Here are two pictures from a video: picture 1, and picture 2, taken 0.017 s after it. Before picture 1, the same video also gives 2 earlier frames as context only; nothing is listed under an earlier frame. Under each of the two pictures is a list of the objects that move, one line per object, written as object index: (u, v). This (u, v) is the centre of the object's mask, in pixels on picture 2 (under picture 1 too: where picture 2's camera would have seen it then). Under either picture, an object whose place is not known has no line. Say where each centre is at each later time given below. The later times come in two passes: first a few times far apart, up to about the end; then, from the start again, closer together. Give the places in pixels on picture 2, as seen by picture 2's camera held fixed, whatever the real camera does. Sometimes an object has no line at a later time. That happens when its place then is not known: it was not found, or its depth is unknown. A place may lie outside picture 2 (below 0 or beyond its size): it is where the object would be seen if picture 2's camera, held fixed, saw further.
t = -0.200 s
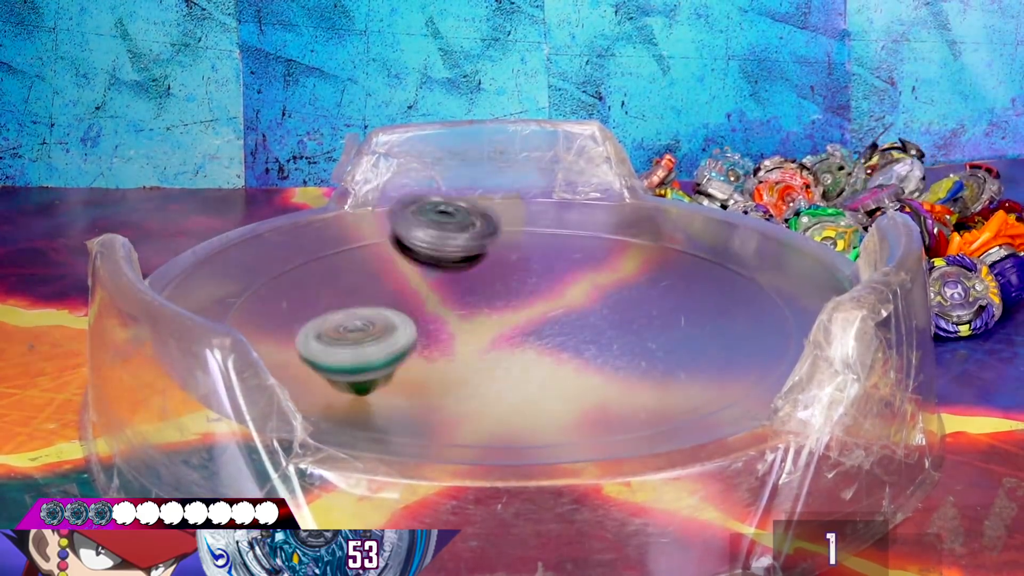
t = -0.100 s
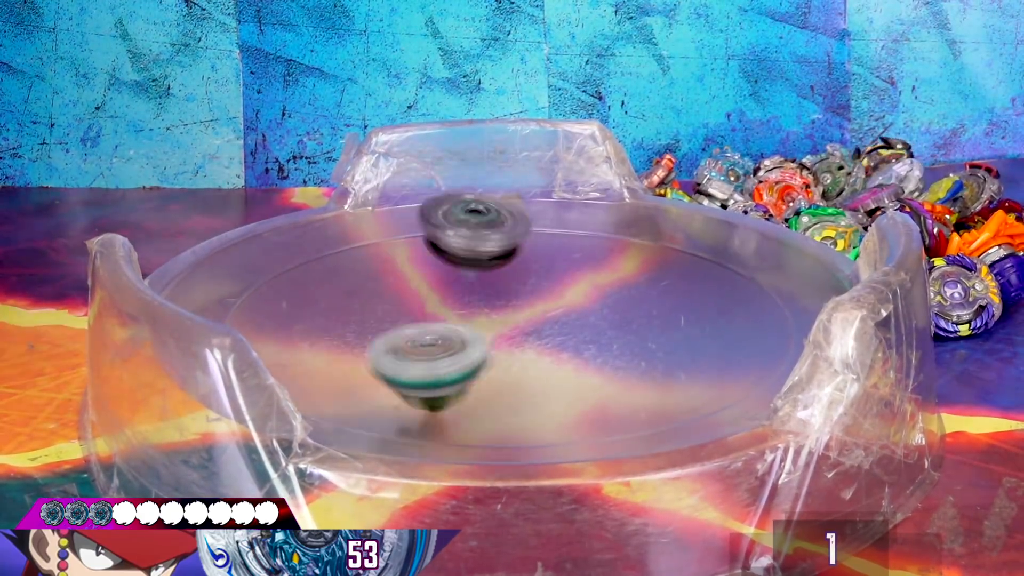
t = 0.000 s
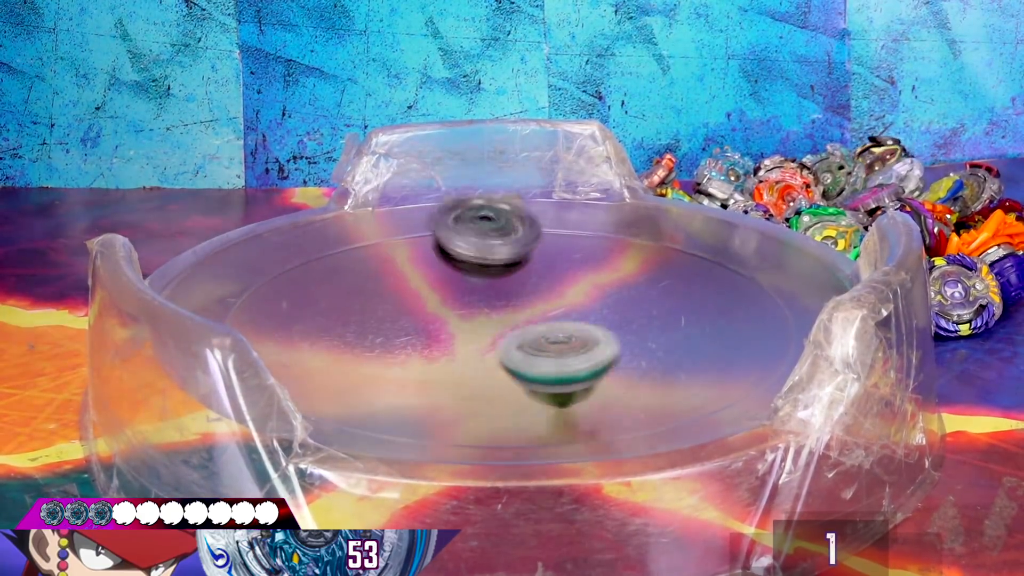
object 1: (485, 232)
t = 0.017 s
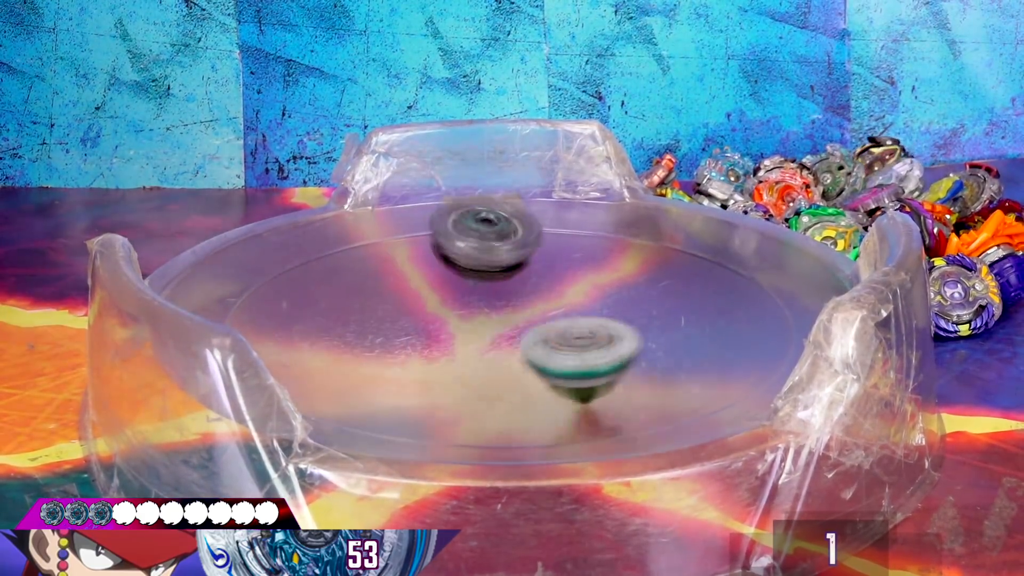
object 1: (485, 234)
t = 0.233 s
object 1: (455, 270)
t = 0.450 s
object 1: (540, 289)
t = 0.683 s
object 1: (591, 258)
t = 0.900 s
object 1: (483, 240)
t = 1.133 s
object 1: (429, 325)
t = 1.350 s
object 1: (595, 330)
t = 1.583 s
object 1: (662, 240)
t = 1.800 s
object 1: (487, 196)
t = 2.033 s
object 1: (273, 272)
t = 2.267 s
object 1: (548, 369)
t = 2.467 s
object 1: (735, 236)
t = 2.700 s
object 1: (415, 198)
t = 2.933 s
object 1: (471, 304)
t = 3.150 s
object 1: (750, 235)
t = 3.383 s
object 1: (436, 206)
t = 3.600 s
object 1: (292, 268)
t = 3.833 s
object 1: (558, 360)
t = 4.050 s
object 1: (718, 278)
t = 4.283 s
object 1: (526, 209)
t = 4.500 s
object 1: (358, 233)
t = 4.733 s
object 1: (514, 346)
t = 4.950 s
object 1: (741, 291)
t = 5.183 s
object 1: (628, 240)
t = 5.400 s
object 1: (444, 255)
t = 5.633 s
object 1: (426, 244)
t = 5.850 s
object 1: (500, 304)
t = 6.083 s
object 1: (595, 295)
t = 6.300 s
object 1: (573, 271)
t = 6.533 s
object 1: (505, 282)
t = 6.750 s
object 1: (521, 301)
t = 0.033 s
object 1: (481, 239)
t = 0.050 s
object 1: (482, 239)
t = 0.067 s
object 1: (478, 244)
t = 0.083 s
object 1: (476, 247)
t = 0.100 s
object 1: (475, 247)
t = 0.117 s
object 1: (470, 251)
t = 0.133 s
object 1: (469, 254)
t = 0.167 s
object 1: (460, 258)
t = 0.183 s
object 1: (459, 262)
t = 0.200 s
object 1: (454, 266)
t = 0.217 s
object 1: (454, 268)
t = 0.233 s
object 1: (455, 270)
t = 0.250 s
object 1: (454, 273)
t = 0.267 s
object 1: (458, 276)
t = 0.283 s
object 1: (461, 279)
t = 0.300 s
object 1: (465, 278)
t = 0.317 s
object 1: (472, 283)
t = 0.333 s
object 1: (480, 286)
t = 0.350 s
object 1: (486, 286)
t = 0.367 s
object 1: (496, 288)
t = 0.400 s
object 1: (514, 289)
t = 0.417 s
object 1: (522, 287)
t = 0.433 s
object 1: (530, 288)
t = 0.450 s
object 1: (540, 289)
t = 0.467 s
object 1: (548, 286)
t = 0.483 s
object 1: (556, 282)
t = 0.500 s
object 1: (565, 283)
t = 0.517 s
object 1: (571, 280)
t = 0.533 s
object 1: (575, 272)
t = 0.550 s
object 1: (578, 270)
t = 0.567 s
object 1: (583, 272)
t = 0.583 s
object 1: (587, 275)
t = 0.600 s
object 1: (589, 271)
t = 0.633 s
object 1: (593, 266)
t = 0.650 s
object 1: (592, 263)
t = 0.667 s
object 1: (592, 258)
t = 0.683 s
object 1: (591, 258)
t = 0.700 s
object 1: (586, 253)
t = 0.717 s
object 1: (583, 249)
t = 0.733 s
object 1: (578, 246)
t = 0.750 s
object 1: (572, 243)
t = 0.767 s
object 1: (565, 241)
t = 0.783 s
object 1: (556, 238)
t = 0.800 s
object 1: (548, 239)
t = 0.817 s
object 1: (535, 238)
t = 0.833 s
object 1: (527, 238)
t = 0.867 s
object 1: (506, 237)
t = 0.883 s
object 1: (492, 240)
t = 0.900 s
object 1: (483, 240)
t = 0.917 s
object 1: (474, 244)
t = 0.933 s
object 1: (457, 250)
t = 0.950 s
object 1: (450, 252)
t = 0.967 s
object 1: (442, 257)
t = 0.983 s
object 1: (431, 266)
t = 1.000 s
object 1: (423, 270)
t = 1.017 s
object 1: (423, 276)
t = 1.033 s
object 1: (415, 285)
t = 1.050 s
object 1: (413, 294)
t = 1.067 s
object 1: (419, 292)
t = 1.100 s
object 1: (420, 305)
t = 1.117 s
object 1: (422, 316)
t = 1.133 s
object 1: (429, 325)
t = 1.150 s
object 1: (443, 321)
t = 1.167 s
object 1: (449, 327)
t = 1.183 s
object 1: (457, 335)
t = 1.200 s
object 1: (472, 344)
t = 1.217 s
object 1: (489, 331)
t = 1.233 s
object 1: (497, 327)
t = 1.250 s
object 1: (508, 326)
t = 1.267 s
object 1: (524, 332)
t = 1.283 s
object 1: (543, 343)
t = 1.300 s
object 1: (552, 344)
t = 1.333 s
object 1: (581, 328)
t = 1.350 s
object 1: (595, 330)
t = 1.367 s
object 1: (609, 336)
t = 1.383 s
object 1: (617, 322)
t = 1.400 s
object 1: (625, 308)
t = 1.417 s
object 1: (632, 303)
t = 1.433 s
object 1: (641, 301)
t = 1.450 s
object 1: (649, 304)
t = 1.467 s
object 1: (654, 299)
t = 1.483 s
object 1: (660, 292)
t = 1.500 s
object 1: (664, 286)
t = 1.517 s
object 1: (668, 280)
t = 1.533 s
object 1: (669, 271)
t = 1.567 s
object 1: (666, 249)
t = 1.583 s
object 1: (662, 240)
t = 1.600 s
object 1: (656, 233)
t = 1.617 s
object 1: (648, 228)
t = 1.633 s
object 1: (639, 222)
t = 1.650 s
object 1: (628, 215)
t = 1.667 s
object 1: (618, 210)
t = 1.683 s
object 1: (606, 206)
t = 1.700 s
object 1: (591, 203)
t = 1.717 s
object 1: (575, 201)
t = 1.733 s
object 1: (559, 199)
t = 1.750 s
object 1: (541, 197)
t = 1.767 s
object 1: (524, 196)
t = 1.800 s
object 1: (487, 196)
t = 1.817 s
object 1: (467, 198)
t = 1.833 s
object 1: (447, 199)
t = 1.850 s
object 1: (428, 202)
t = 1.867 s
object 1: (411, 205)
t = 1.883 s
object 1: (394, 209)
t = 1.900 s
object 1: (376, 213)
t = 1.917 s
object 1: (358, 221)
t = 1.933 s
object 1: (342, 225)
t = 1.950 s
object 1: (327, 233)
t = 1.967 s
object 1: (315, 238)
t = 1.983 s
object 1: (303, 247)
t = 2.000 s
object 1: (293, 254)
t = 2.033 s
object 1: (273, 272)
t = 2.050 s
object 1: (267, 282)
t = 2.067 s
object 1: (267, 291)
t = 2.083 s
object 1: (269, 302)
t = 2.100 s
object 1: (275, 309)
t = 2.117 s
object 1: (284, 320)
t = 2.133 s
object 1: (294, 330)
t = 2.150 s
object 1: (309, 342)
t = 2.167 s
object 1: (324, 353)
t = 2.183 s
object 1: (348, 359)
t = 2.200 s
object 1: (386, 363)
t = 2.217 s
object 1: (424, 368)
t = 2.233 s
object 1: (464, 371)
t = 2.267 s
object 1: (548, 369)
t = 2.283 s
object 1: (592, 366)
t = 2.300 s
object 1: (639, 361)
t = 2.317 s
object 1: (677, 353)
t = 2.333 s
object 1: (705, 341)
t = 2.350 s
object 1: (727, 329)
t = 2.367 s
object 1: (745, 316)
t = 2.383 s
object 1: (763, 301)
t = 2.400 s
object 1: (775, 287)
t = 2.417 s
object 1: (778, 269)
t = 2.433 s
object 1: (770, 256)
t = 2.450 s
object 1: (753, 247)
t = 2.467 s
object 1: (735, 236)
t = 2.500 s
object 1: (699, 215)
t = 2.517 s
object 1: (675, 204)
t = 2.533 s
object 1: (647, 198)
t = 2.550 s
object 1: (616, 197)
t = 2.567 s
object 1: (584, 192)
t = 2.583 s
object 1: (555, 190)
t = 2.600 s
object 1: (529, 187)
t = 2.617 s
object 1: (504, 186)
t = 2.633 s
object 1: (478, 186)
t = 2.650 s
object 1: (461, 189)
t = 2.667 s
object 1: (444, 194)
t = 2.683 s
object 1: (429, 196)
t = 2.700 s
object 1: (415, 198)
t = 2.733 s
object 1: (388, 206)
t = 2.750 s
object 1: (376, 212)
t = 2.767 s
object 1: (364, 218)
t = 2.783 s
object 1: (355, 224)
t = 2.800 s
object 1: (348, 232)
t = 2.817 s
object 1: (341, 239)
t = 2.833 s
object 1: (336, 248)
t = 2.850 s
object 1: (334, 256)
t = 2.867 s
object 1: (336, 269)
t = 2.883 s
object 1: (342, 282)
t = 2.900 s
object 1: (379, 290)
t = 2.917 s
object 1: (425, 295)
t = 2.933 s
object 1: (471, 304)
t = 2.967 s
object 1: (565, 319)
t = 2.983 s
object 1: (610, 314)
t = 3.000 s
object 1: (652, 315)
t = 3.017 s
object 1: (694, 302)
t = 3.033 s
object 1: (730, 293)
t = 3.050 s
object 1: (766, 287)
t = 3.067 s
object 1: (795, 276)
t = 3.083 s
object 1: (815, 259)
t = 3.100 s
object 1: (802, 248)
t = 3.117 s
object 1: (784, 239)
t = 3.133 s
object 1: (766, 236)
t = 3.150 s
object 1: (750, 235)
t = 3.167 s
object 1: (734, 245)
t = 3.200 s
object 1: (696, 253)
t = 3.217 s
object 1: (674, 249)
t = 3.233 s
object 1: (649, 246)
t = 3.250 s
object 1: (625, 241)
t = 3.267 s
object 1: (600, 238)
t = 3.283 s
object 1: (575, 233)
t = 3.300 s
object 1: (549, 228)
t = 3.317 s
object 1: (526, 223)
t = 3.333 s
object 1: (502, 219)
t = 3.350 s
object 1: (482, 216)
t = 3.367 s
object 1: (460, 212)
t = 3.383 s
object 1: (436, 206)
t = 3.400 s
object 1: (414, 205)
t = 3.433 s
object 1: (373, 203)
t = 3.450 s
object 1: (354, 202)
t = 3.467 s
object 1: (340, 204)
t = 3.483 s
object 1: (330, 208)
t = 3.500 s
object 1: (321, 215)
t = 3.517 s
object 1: (313, 225)
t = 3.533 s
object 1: (306, 230)
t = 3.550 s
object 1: (300, 239)
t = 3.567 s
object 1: (296, 249)
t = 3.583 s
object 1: (293, 258)
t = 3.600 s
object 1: (292, 268)
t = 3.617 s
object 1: (291, 281)
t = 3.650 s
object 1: (306, 303)
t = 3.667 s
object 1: (311, 314)
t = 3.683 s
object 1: (323, 322)
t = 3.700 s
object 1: (342, 333)
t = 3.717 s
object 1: (363, 340)
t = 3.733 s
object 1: (388, 348)
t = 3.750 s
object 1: (414, 350)
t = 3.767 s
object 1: (442, 356)
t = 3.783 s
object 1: (471, 359)
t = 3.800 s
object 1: (499, 360)
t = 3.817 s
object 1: (530, 362)
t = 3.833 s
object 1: (558, 360)
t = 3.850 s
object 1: (588, 358)
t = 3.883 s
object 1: (637, 349)
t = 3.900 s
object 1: (656, 340)
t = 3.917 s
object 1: (674, 336)
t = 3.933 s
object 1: (691, 331)
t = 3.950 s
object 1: (704, 320)
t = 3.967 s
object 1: (711, 314)
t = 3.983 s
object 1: (717, 306)
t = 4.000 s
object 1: (719, 298)
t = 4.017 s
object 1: (723, 292)
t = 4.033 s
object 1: (721, 284)
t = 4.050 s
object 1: (718, 278)
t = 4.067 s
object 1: (711, 266)
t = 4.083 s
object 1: (703, 261)
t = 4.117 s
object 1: (682, 250)
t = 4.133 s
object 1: (673, 245)
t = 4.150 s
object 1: (660, 237)
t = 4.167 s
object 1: (645, 233)
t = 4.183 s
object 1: (626, 228)
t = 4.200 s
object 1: (613, 224)
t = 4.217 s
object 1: (598, 219)
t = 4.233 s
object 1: (581, 216)
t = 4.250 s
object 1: (563, 212)
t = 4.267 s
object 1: (543, 209)
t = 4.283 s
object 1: (526, 209)
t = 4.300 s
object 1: (508, 206)
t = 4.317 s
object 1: (493, 203)
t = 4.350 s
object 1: (458, 202)
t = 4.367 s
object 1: (442, 203)
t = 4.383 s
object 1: (427, 204)
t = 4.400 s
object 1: (414, 206)
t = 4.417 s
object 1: (402, 208)
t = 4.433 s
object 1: (388, 212)
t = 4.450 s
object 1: (377, 216)
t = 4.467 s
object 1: (369, 221)
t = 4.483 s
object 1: (362, 225)
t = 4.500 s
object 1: (358, 233)
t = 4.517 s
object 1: (352, 240)
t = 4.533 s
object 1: (347, 247)
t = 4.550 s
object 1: (347, 255)
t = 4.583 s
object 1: (353, 274)
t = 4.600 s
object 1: (358, 287)
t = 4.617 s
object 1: (366, 298)
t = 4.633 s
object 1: (380, 308)
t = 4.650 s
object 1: (396, 317)
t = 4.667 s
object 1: (414, 325)
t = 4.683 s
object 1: (434, 333)
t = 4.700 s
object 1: (457, 339)
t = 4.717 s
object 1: (487, 340)
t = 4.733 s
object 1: (514, 346)
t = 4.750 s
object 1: (537, 344)
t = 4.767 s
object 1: (561, 343)
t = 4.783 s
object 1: (586, 345)
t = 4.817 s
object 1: (630, 335)
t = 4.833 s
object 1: (649, 337)
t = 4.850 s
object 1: (667, 331)
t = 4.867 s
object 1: (687, 325)
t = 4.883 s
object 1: (702, 316)
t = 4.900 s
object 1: (715, 311)
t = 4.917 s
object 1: (727, 305)
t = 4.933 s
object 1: (731, 299)
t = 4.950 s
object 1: (741, 291)
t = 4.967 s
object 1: (743, 284)
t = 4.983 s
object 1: (743, 280)
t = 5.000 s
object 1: (742, 277)
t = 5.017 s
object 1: (741, 269)
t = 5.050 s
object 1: (728, 261)
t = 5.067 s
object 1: (719, 258)
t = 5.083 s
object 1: (712, 255)
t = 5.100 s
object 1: (698, 249)
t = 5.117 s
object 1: (685, 247)
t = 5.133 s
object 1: (674, 246)
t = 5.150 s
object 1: (660, 242)
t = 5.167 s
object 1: (645, 240)
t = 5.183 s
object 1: (628, 240)
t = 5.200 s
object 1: (612, 240)
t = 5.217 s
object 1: (600, 239)
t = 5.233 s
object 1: (582, 236)
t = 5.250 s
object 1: (564, 236)
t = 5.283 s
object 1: (537, 236)
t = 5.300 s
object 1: (522, 237)
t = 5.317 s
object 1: (506, 238)
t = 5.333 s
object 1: (493, 242)
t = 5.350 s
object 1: (484, 243)
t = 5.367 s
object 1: (470, 245)
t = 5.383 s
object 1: (456, 249)
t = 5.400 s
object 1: (444, 255)
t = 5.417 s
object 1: (440, 254)
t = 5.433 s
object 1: (432, 246)
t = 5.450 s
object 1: (430, 236)
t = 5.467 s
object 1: (428, 238)
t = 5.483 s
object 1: (422, 234)
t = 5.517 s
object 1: (420, 230)
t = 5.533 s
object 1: (418, 229)
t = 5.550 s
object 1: (419, 231)
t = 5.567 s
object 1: (419, 231)
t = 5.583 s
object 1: (420, 233)
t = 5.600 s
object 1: (423, 237)
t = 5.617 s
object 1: (423, 239)
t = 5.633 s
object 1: (426, 244)
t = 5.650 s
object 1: (433, 248)
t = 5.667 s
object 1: (434, 253)
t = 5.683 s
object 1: (441, 259)
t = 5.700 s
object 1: (450, 266)
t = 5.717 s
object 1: (451, 271)
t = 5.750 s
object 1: (466, 282)
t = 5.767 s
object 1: (470, 287)
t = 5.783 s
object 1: (478, 291)
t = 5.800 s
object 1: (483, 294)
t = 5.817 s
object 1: (489, 298)
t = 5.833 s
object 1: (497, 303)
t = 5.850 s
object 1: (500, 304)
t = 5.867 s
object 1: (505, 307)
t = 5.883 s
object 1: (511, 305)
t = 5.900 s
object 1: (512, 309)
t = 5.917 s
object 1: (521, 309)
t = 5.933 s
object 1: (528, 310)
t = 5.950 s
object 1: (537, 309)
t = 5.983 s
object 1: (553, 308)
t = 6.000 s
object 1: (560, 304)
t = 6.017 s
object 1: (568, 304)
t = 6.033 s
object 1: (574, 301)
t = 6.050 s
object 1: (581, 299)
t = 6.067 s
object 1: (587, 298)
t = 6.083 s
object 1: (595, 295)
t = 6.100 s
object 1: (602, 293)
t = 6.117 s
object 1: (601, 288)
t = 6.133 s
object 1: (604, 287)
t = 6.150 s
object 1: (604, 284)
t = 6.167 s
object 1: (605, 282)
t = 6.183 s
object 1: (604, 281)
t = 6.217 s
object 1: (597, 276)
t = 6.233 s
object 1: (594, 274)
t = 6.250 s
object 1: (590, 273)
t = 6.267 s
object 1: (586, 274)
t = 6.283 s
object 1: (577, 270)
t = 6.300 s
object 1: (573, 271)
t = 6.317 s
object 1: (569, 270)
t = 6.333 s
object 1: (560, 270)
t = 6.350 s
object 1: (557, 271)
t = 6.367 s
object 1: (549, 270)
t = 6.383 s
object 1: (543, 272)
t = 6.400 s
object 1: (538, 271)
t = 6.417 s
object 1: (530, 274)
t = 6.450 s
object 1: (521, 275)
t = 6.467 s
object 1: (517, 277)
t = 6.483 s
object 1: (515, 277)
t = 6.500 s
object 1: (510, 280)
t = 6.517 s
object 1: (509, 282)
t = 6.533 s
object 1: (505, 282)
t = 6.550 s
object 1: (504, 285)
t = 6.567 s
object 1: (503, 284)
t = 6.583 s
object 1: (500, 288)
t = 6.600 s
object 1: (503, 288)
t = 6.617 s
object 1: (501, 290)
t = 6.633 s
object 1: (502, 292)
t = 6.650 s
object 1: (505, 293)
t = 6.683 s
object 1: (509, 296)
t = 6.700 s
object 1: (509, 297)
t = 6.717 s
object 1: (513, 299)
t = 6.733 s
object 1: (517, 300)
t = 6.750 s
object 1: (521, 301)
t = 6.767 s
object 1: (527, 301)
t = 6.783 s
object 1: (528, 302)
